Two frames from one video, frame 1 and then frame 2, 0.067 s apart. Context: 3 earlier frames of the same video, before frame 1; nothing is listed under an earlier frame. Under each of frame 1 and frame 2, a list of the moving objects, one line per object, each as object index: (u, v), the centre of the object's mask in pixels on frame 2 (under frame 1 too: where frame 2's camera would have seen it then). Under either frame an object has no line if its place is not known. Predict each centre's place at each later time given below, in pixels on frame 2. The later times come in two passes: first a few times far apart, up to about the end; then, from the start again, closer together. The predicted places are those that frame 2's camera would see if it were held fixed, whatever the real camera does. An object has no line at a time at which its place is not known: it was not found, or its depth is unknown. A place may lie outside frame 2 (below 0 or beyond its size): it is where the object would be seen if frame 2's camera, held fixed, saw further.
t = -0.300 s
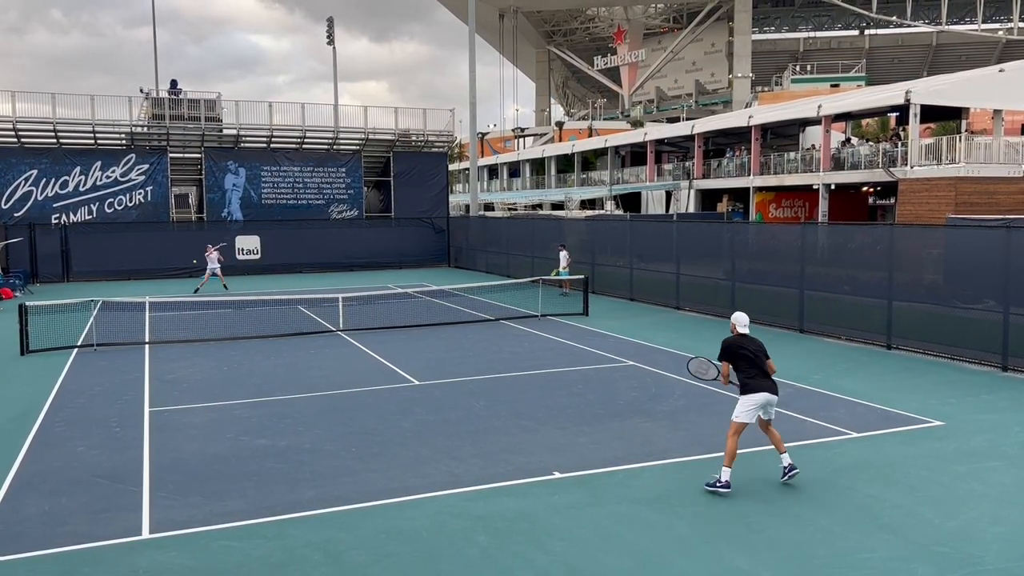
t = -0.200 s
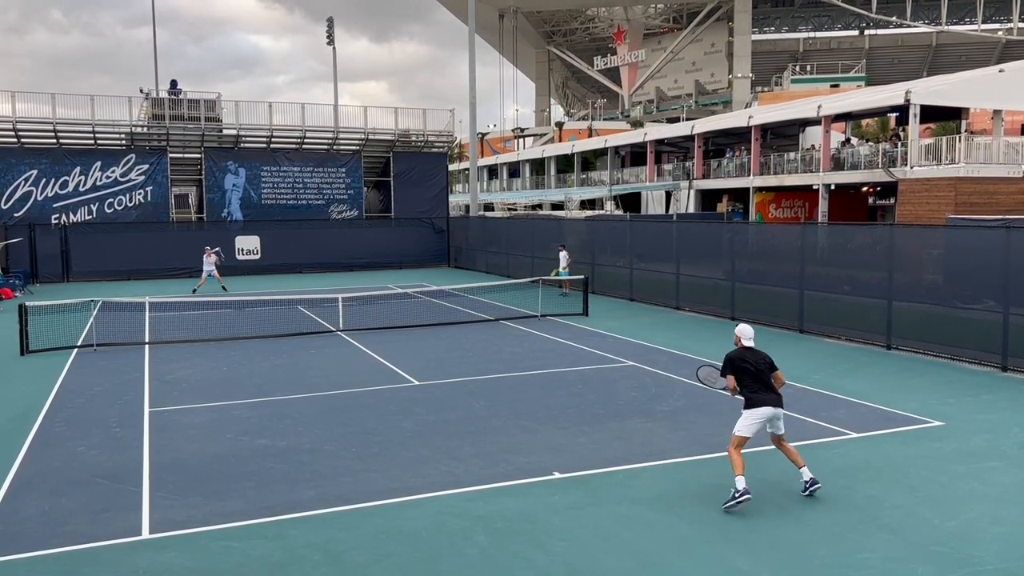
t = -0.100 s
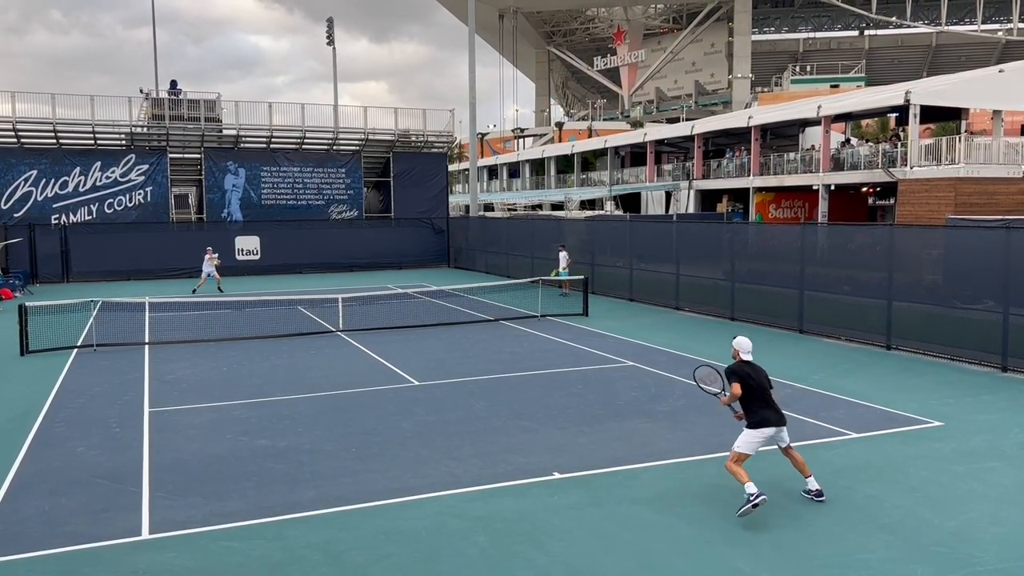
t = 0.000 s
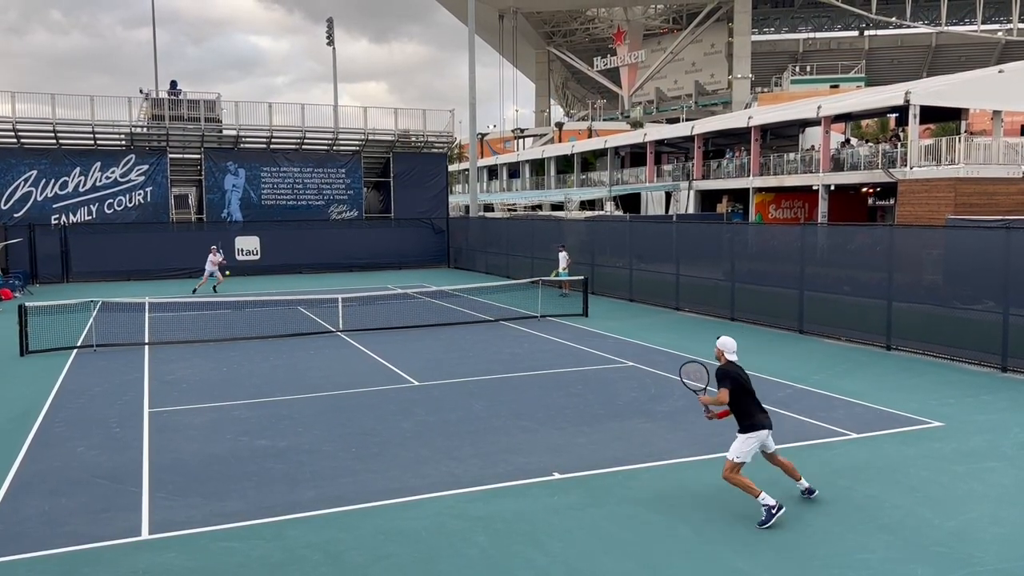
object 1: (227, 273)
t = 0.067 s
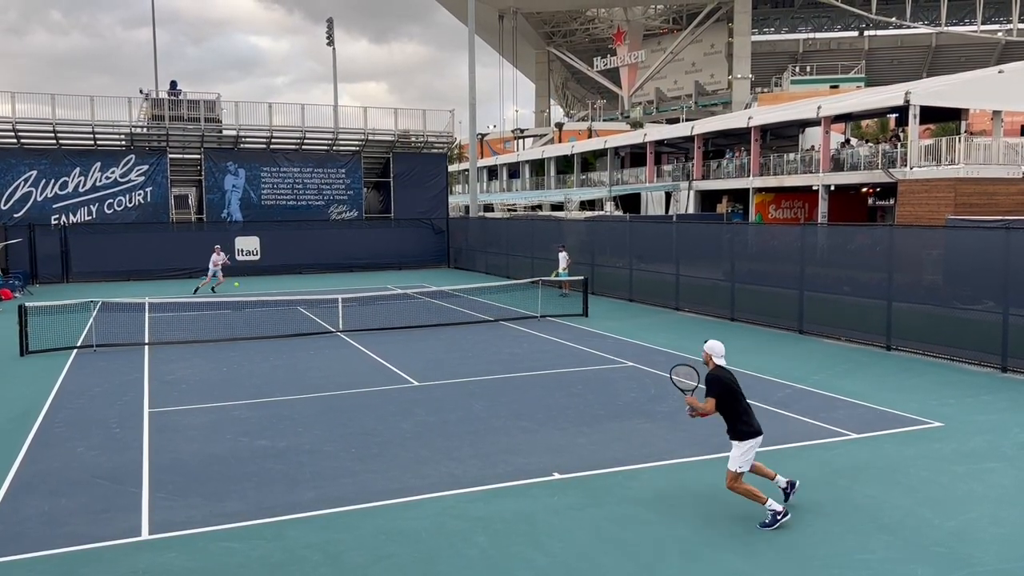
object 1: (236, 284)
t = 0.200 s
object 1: (257, 323)
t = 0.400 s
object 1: (301, 445)
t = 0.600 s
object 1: (352, 457)
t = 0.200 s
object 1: (257, 323)
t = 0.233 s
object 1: (263, 337)
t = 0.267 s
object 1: (270, 353)
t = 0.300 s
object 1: (277, 371)
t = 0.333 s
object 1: (285, 393)
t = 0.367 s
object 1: (292, 417)
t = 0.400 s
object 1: (301, 445)
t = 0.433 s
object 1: (310, 476)
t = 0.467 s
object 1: (317, 471)
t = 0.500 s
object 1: (325, 466)
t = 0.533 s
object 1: (333, 462)
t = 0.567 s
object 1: (342, 458)
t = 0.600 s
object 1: (352, 457)
